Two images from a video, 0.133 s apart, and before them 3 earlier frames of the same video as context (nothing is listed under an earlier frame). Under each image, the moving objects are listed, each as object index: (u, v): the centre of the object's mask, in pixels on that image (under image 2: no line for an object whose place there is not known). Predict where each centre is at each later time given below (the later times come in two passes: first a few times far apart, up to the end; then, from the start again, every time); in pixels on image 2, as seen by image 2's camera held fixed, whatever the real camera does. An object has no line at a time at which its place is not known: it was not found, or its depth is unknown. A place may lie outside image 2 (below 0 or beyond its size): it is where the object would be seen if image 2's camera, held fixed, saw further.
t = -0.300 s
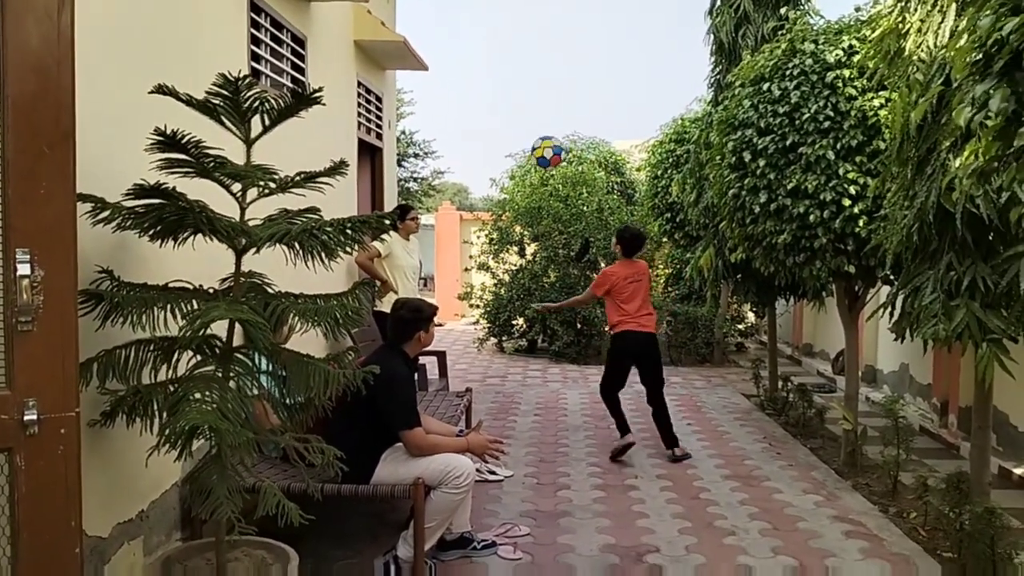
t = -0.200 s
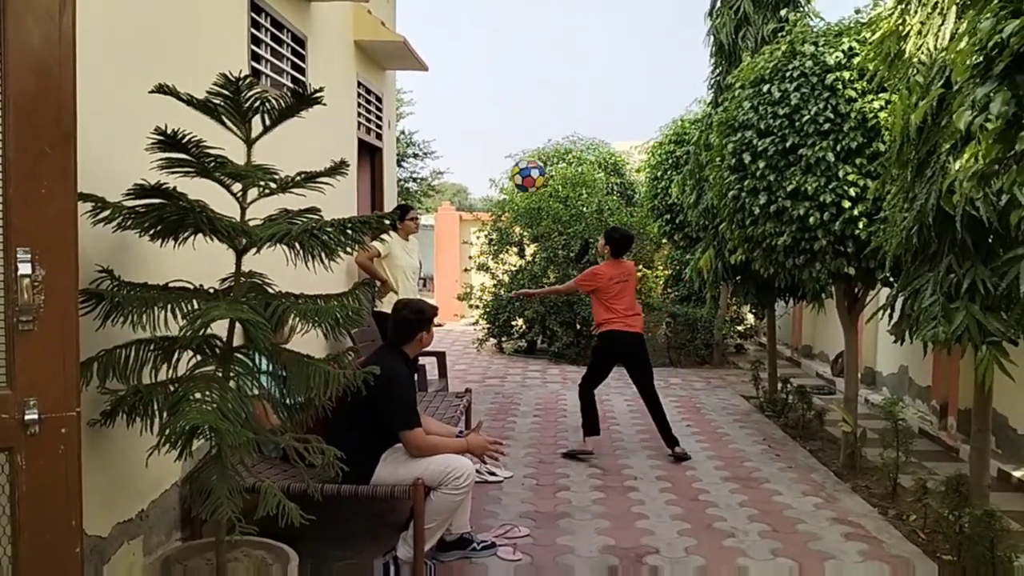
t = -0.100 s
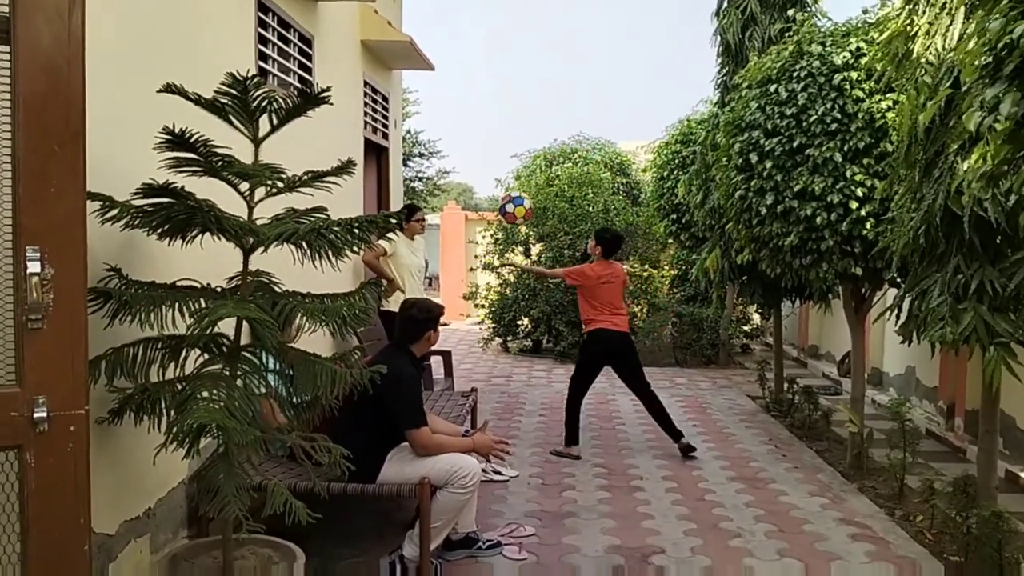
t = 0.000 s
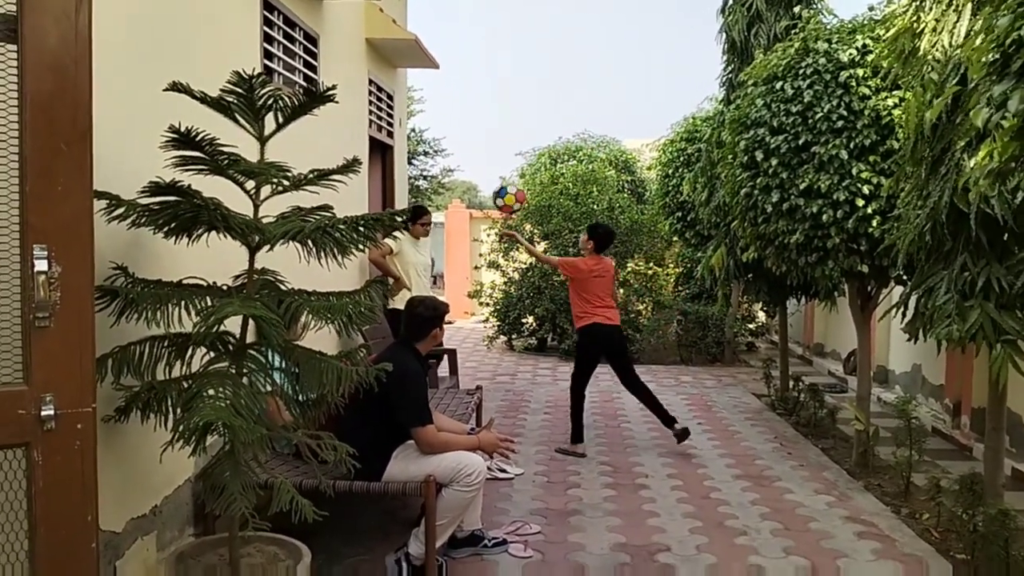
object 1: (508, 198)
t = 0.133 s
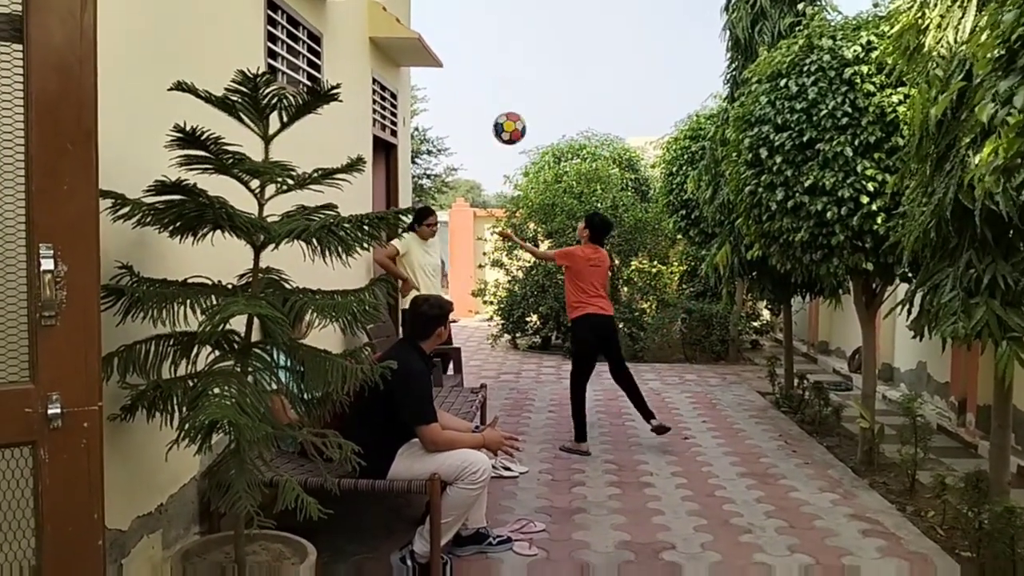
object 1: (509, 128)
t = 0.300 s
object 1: (506, 79)
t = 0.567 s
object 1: (506, 75)
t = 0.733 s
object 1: (506, 112)
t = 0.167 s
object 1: (508, 115)
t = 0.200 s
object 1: (508, 104)
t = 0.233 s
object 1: (507, 94)
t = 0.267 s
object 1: (507, 86)
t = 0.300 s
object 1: (506, 79)
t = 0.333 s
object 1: (506, 74)
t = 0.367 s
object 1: (506, 70)
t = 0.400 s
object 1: (506, 68)
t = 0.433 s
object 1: (506, 67)
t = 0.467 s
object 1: (506, 67)
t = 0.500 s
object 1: (506, 69)
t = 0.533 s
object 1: (506, 71)
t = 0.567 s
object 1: (506, 75)
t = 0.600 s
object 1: (507, 80)
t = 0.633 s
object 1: (506, 87)
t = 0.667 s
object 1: (506, 94)
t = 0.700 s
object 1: (506, 102)
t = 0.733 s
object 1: (506, 112)
